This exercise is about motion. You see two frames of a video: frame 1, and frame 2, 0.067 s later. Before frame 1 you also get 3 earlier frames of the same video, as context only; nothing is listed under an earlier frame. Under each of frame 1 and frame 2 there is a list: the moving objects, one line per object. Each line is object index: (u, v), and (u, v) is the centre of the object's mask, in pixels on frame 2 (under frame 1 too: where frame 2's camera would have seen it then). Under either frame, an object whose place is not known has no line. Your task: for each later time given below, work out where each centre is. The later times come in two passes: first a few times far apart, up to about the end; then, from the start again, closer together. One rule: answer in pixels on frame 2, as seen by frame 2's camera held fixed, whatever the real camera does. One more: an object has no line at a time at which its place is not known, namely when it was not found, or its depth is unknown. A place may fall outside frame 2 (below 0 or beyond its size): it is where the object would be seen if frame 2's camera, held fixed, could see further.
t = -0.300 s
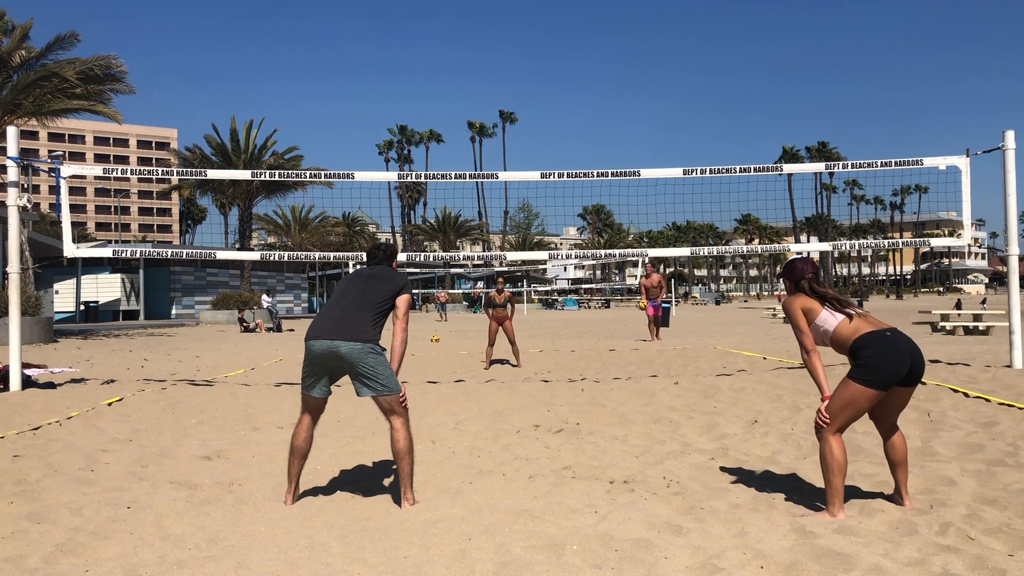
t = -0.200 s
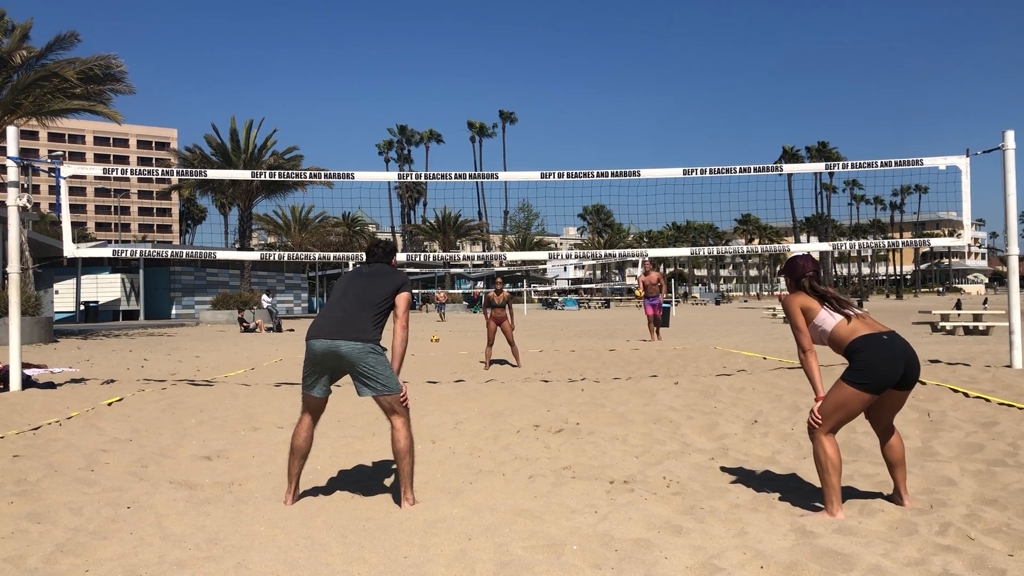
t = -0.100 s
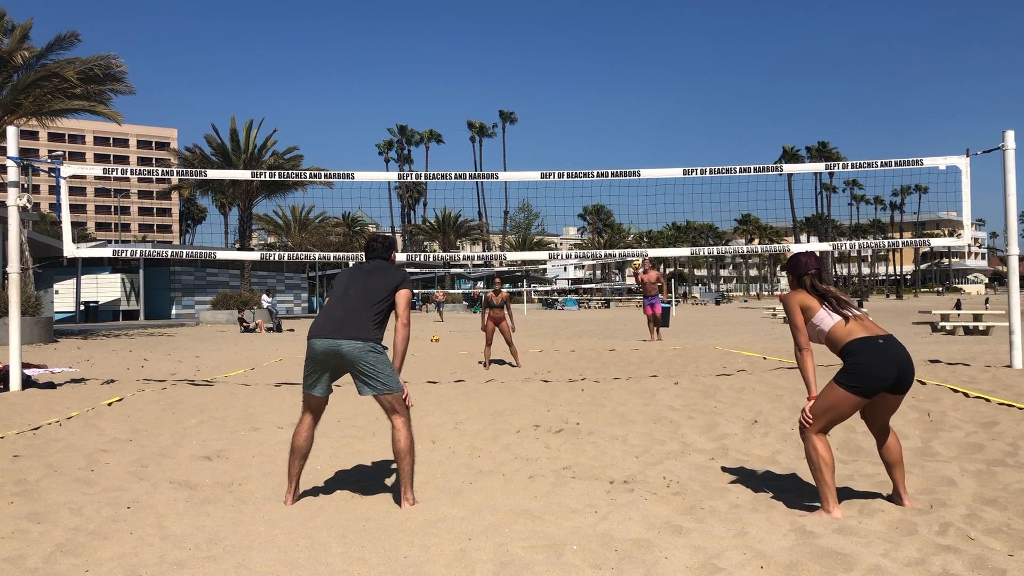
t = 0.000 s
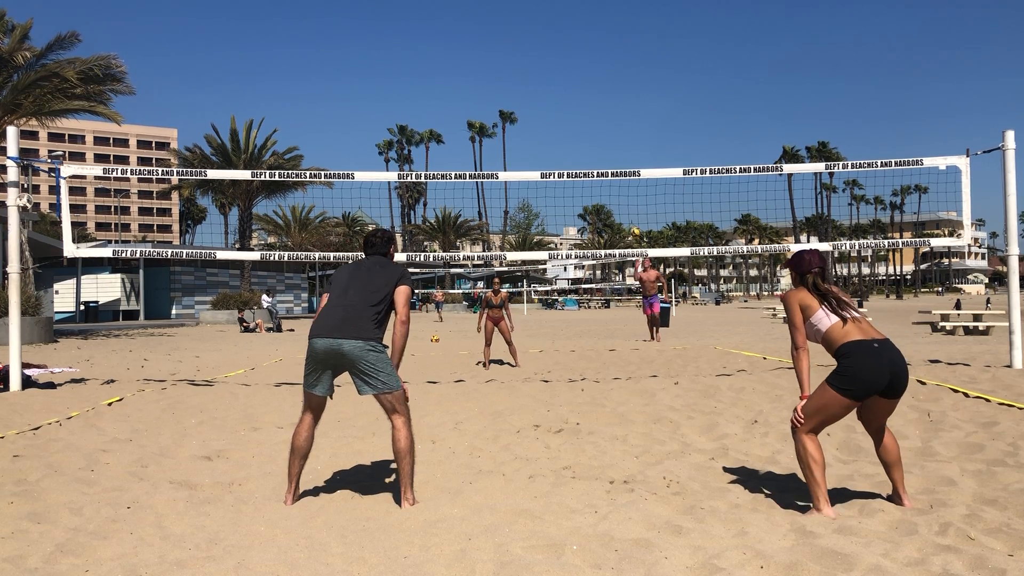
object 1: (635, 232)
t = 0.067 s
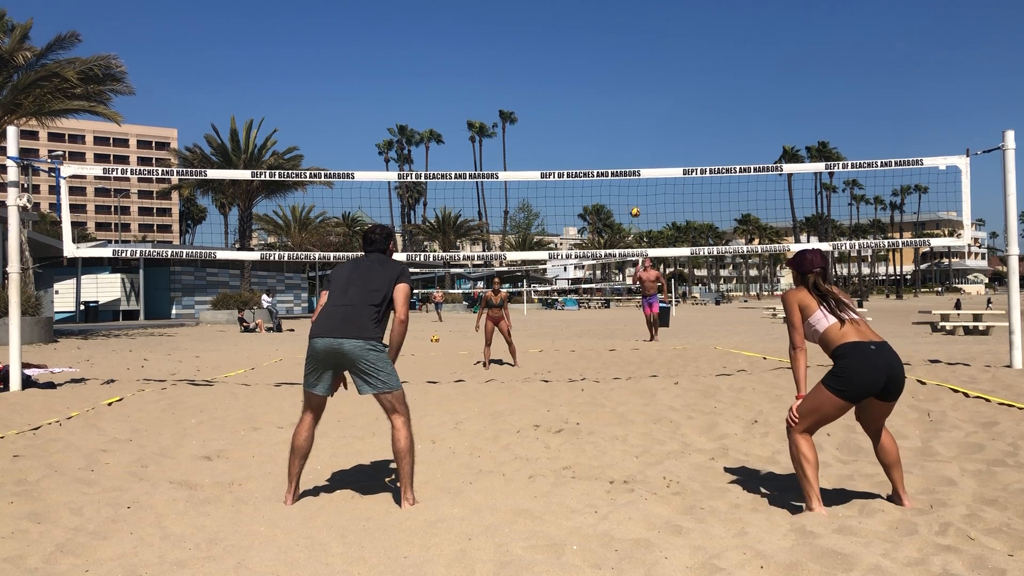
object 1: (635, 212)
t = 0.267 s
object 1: (634, 165)
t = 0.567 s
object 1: (633, 128)
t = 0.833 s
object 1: (632, 132)
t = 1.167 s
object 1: (633, 184)
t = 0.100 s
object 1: (635, 203)
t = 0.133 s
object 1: (635, 195)
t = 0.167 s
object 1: (634, 186)
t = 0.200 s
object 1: (634, 181)
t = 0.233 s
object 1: (635, 168)
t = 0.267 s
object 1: (634, 165)
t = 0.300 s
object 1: (634, 159)
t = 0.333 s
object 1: (634, 153)
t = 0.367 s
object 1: (634, 148)
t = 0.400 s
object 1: (634, 144)
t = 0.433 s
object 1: (633, 139)
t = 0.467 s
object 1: (633, 136)
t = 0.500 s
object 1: (633, 133)
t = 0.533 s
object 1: (633, 130)
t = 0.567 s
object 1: (633, 128)
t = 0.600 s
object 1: (633, 127)
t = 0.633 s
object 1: (633, 126)
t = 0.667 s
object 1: (632, 125)
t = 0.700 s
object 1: (632, 126)
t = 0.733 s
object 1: (632, 126)
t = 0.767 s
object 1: (632, 127)
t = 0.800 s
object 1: (632, 129)
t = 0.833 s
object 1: (632, 132)
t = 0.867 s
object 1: (632, 134)
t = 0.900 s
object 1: (632, 138)
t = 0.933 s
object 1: (632, 142)
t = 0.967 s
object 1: (632, 146)
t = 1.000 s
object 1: (632, 151)
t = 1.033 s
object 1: (632, 156)
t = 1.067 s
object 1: (632, 162)
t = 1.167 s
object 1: (633, 184)
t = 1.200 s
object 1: (633, 192)
